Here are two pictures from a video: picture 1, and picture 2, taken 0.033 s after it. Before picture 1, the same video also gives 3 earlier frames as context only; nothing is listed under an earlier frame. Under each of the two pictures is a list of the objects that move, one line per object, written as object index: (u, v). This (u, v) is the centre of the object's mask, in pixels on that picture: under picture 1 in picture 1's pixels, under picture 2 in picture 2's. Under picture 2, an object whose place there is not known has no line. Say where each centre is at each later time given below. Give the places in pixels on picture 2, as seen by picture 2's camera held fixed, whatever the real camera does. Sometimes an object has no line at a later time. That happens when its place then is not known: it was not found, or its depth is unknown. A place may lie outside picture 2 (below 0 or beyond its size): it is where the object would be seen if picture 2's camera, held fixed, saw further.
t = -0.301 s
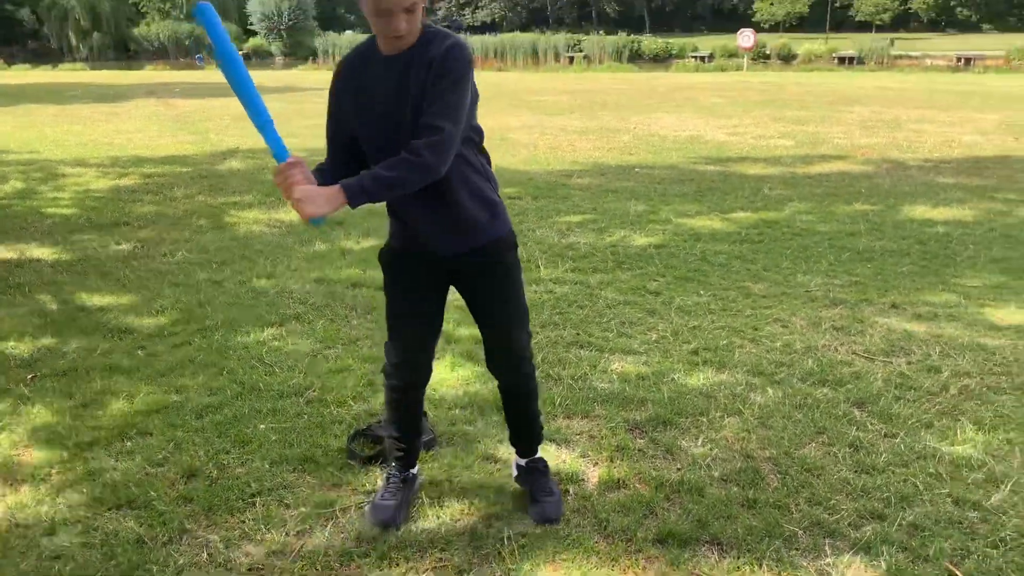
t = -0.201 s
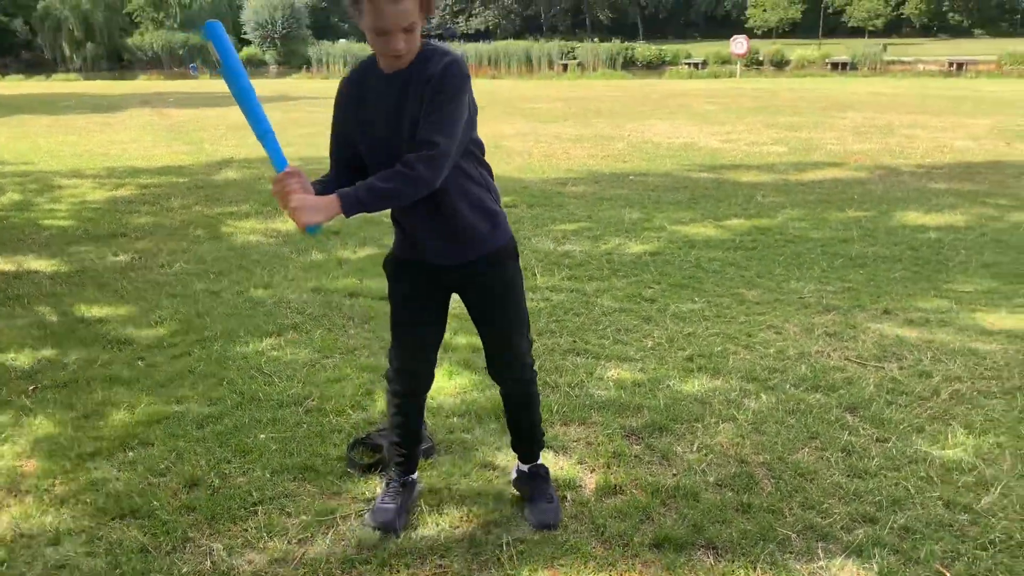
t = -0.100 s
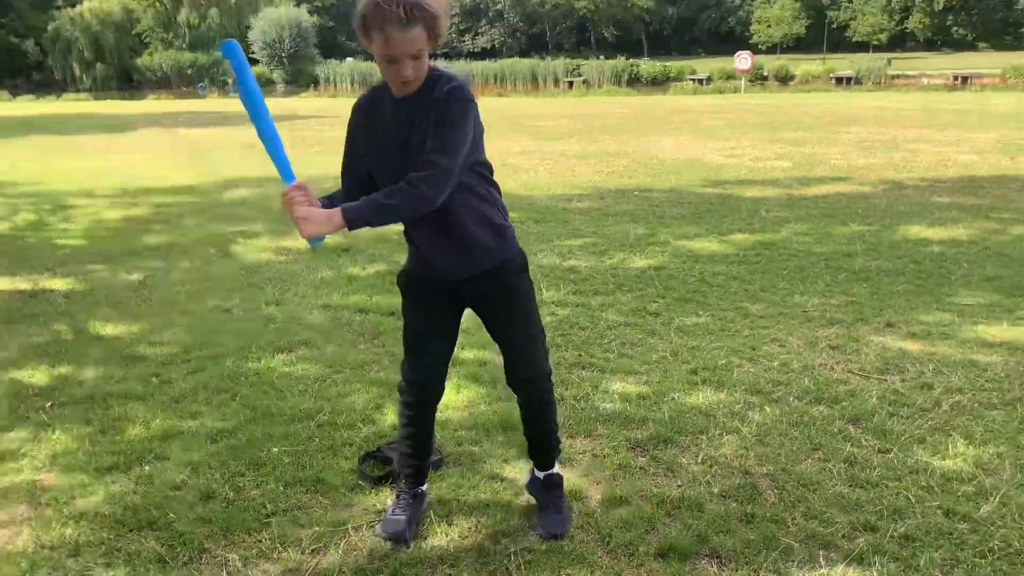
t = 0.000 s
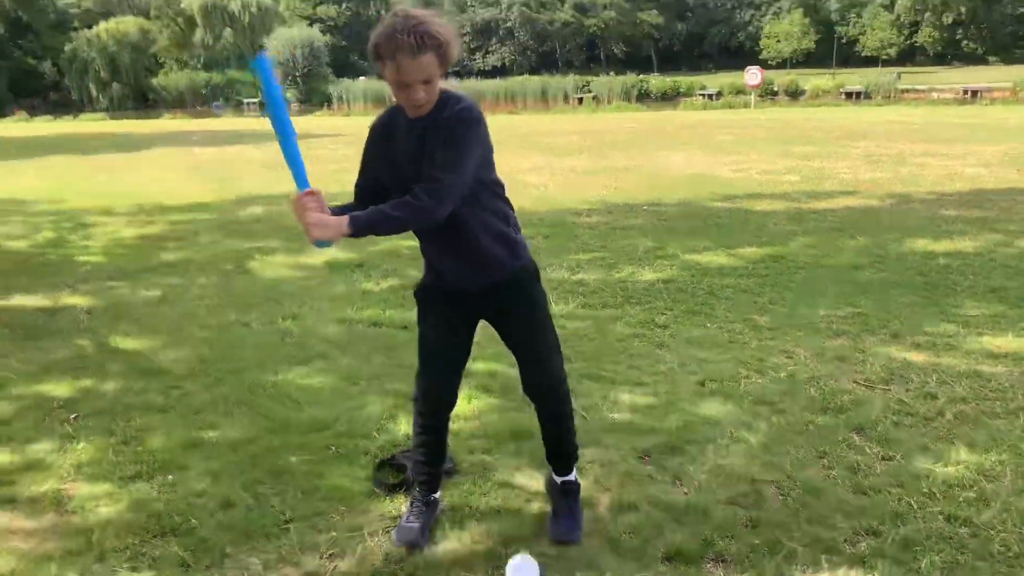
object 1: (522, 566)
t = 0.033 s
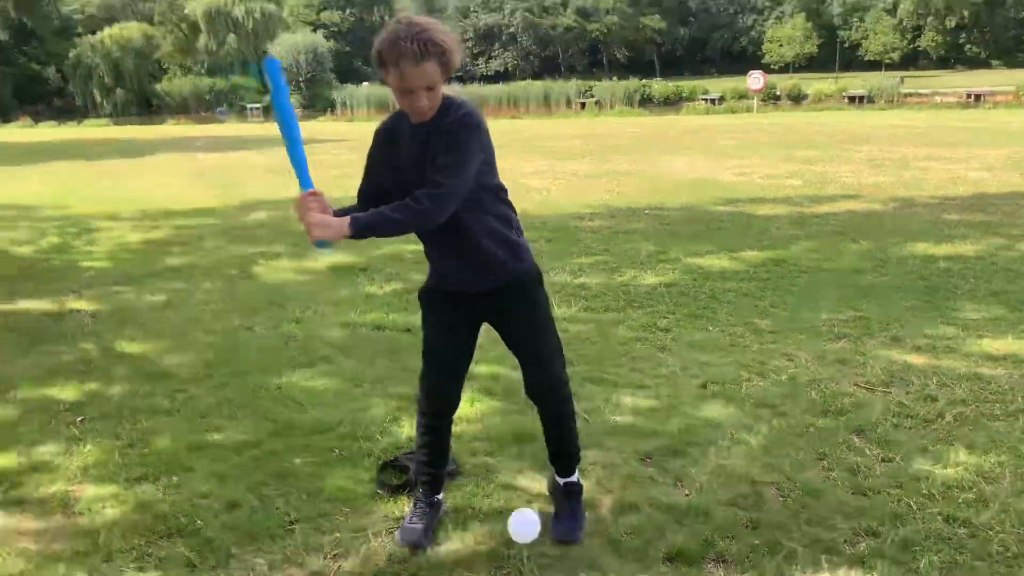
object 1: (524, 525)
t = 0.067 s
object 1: (524, 484)
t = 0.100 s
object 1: (523, 444)
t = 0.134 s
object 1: (524, 413)
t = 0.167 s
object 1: (526, 389)
